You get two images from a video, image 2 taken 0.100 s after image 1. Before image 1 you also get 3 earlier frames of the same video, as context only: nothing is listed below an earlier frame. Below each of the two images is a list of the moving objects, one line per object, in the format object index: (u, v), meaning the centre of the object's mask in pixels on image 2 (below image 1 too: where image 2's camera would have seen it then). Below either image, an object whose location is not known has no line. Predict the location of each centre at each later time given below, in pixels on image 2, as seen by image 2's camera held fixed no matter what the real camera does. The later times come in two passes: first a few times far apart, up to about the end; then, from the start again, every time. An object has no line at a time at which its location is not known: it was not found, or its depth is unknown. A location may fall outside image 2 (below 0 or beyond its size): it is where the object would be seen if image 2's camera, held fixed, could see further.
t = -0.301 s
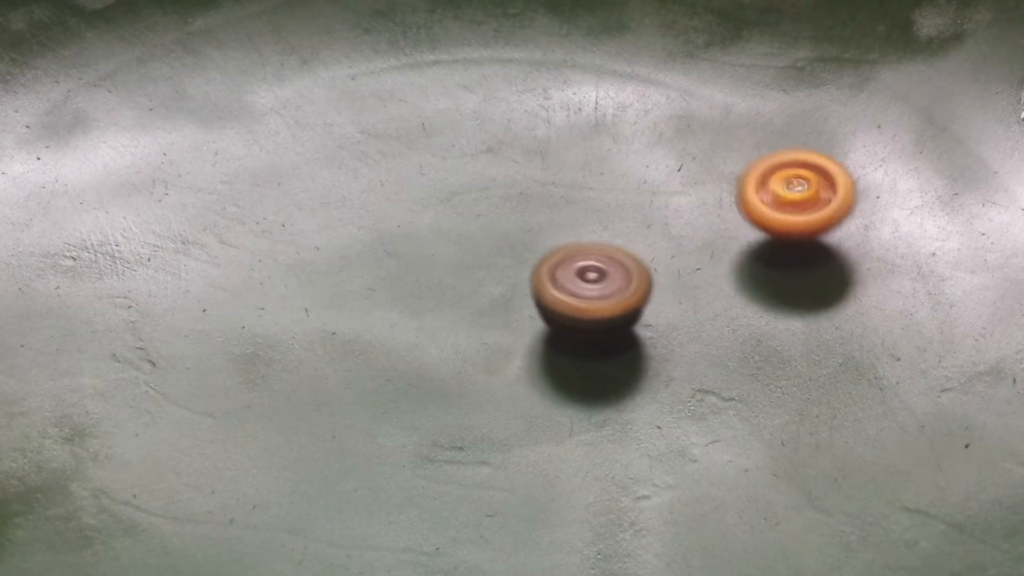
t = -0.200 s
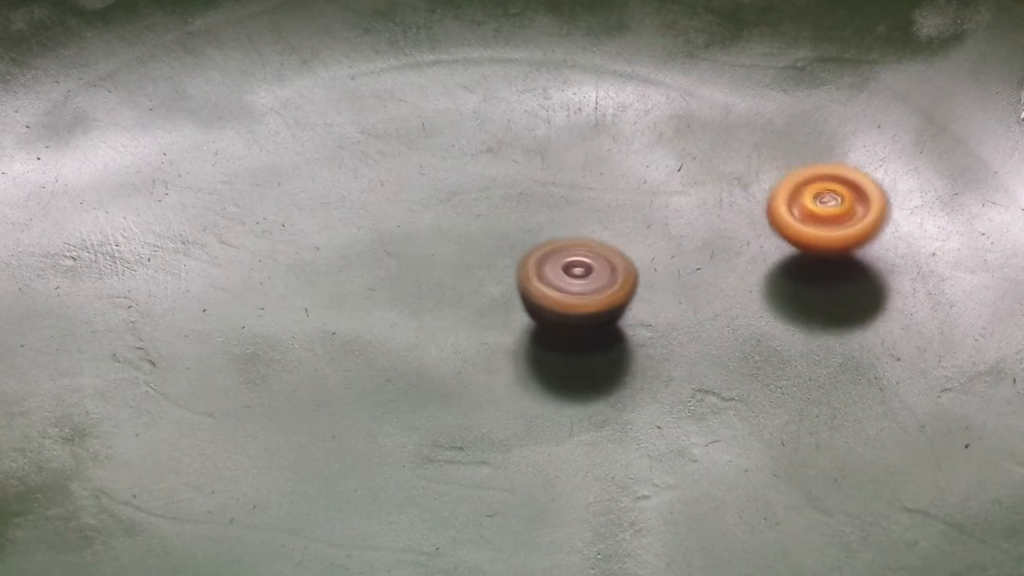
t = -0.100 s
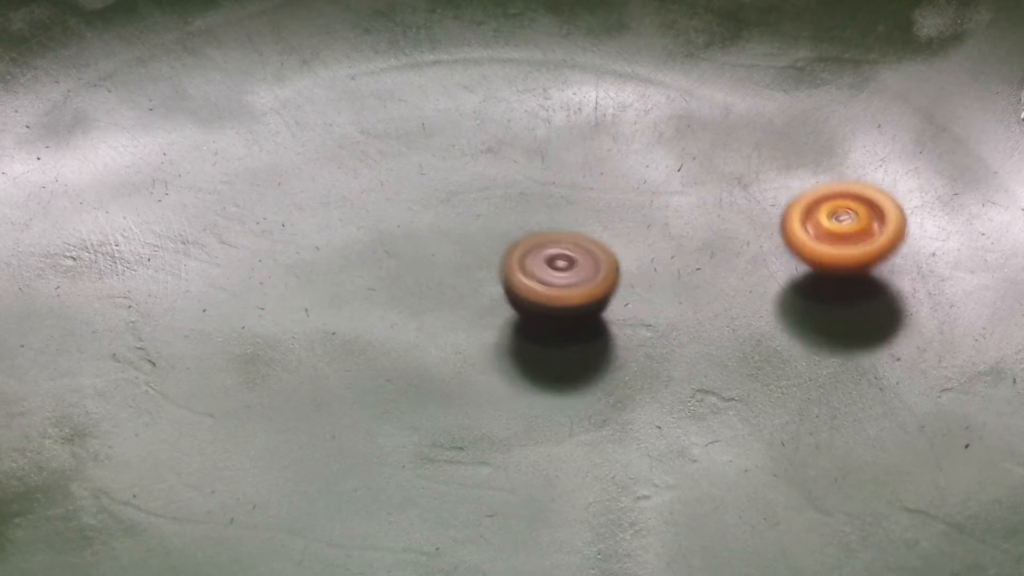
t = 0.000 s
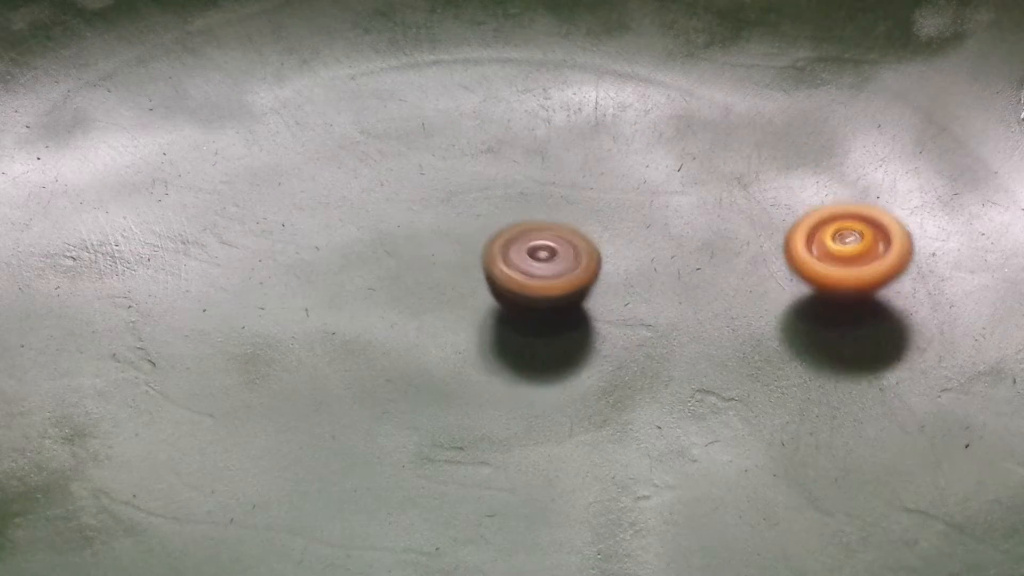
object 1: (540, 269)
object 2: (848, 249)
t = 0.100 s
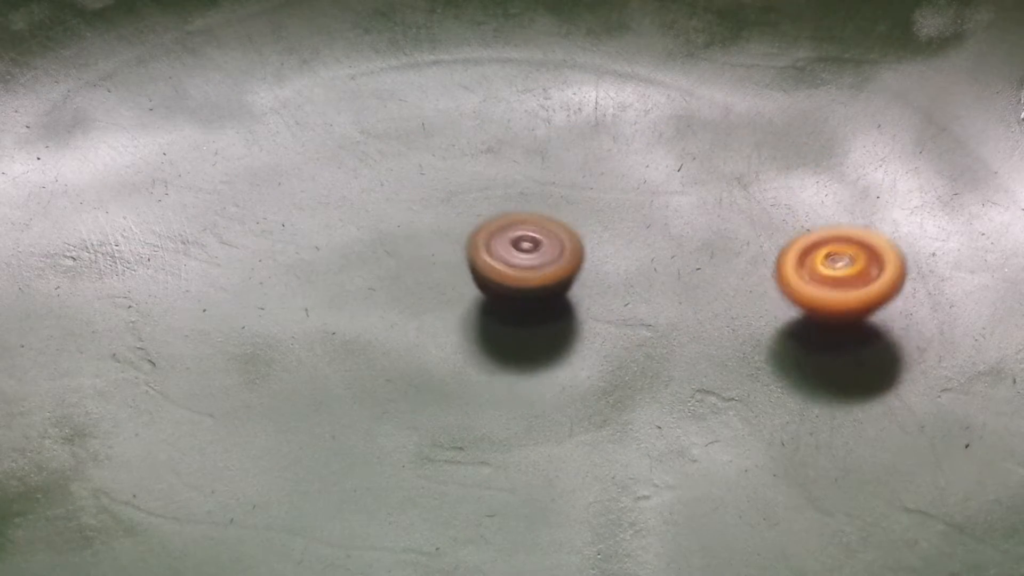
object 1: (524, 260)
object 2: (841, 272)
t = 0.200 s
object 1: (514, 252)
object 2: (823, 296)
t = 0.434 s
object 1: (499, 234)
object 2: (746, 346)
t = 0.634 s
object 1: (499, 224)
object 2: (646, 366)
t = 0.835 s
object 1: (511, 220)
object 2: (520, 358)
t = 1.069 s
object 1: (526, 228)
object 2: (405, 325)
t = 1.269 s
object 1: (527, 240)
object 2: (344, 286)
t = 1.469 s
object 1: (516, 257)
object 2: (324, 248)
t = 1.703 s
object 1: (493, 284)
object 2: (355, 209)
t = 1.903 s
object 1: (468, 300)
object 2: (417, 193)
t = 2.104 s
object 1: (444, 307)
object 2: (497, 183)
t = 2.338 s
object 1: (422, 305)
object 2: (598, 189)
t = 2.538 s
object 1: (425, 303)
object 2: (679, 211)
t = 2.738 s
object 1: (442, 297)
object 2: (741, 247)
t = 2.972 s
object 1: (475, 295)
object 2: (779, 289)
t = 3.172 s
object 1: (505, 302)
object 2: (771, 324)
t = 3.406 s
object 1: (533, 312)
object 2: (710, 350)
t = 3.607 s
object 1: (501, 302)
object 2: (669, 365)
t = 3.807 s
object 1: (454, 277)
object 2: (642, 374)
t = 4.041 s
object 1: (440, 244)
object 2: (578, 351)
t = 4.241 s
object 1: (457, 221)
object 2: (512, 316)
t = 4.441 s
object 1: (494, 197)
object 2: (451, 315)
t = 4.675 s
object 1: (540, 200)
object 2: (415, 346)
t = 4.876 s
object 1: (564, 226)
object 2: (433, 338)
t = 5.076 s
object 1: (560, 258)
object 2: (455, 304)
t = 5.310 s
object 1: (551, 277)
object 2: (414, 279)
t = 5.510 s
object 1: (533, 289)
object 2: (385, 260)
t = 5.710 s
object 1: (521, 292)
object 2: (362, 249)
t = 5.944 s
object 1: (503, 294)
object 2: (392, 244)
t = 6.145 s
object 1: (521, 307)
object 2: (407, 229)
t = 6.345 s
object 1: (524, 316)
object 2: (449, 224)
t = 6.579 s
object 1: (517, 323)
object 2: (513, 229)
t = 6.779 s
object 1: (503, 326)
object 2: (568, 238)
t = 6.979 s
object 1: (492, 321)
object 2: (615, 261)
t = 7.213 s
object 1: (494, 304)
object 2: (654, 290)
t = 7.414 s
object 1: (508, 288)
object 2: (665, 310)
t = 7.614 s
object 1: (529, 279)
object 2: (645, 319)
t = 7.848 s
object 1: (508, 232)
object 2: (659, 370)
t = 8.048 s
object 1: (525, 219)
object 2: (641, 392)
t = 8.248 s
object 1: (547, 223)
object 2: (593, 389)
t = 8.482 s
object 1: (548, 246)
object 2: (529, 341)
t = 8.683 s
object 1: (545, 234)
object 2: (471, 315)
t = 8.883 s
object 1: (545, 219)
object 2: (431, 281)
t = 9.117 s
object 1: (560, 214)
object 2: (420, 242)
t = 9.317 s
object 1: (563, 222)
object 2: (436, 223)
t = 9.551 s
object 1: (569, 245)
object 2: (444, 216)
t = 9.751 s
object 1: (556, 261)
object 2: (439, 225)
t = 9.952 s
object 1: (539, 268)
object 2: (405, 229)
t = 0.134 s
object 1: (520, 257)
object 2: (836, 280)
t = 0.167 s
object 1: (518, 254)
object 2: (830, 289)
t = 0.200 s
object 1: (514, 252)
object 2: (823, 296)
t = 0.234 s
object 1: (511, 250)
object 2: (815, 304)
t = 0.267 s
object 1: (508, 247)
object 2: (806, 312)
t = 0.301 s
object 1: (505, 244)
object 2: (795, 320)
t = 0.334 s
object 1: (503, 241)
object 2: (784, 327)
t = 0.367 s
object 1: (501, 238)
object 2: (772, 333)
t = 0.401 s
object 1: (500, 236)
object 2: (759, 340)
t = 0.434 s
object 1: (499, 234)
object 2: (746, 346)
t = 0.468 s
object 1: (499, 232)
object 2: (732, 351)
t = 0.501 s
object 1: (497, 228)
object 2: (717, 356)
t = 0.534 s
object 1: (497, 227)
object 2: (700, 359)
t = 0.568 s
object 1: (498, 226)
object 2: (683, 362)
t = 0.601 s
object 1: (498, 225)
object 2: (665, 365)
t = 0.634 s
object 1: (499, 224)
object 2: (646, 366)
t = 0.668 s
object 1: (500, 223)
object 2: (625, 367)
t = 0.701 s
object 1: (501, 222)
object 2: (602, 367)
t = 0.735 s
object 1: (503, 221)
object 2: (582, 367)
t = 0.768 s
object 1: (506, 220)
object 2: (562, 365)
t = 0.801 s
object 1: (509, 220)
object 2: (543, 362)
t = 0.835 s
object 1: (511, 220)
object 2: (520, 358)
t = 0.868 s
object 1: (513, 221)
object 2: (501, 355)
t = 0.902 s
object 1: (516, 222)
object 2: (483, 351)
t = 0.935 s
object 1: (519, 223)
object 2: (466, 347)
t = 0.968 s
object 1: (521, 224)
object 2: (450, 342)
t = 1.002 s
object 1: (522, 225)
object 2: (434, 336)
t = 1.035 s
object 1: (524, 227)
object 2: (419, 331)
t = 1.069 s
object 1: (526, 228)
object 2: (405, 325)
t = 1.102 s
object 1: (525, 229)
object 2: (394, 319)
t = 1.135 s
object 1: (526, 231)
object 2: (383, 313)
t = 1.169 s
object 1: (526, 232)
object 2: (372, 306)
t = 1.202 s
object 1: (526, 235)
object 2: (362, 299)
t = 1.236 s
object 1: (527, 237)
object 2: (353, 293)
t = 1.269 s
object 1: (527, 240)
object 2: (344, 286)
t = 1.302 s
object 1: (526, 242)
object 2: (338, 280)
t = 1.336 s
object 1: (525, 244)
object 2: (333, 273)
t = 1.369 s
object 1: (524, 247)
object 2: (329, 267)
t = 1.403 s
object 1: (522, 251)
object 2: (326, 261)
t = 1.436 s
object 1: (519, 254)
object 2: (324, 254)
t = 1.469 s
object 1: (516, 257)
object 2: (324, 248)
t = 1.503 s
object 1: (514, 260)
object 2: (324, 241)
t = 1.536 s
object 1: (510, 265)
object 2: (326, 235)
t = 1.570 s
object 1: (507, 269)
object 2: (329, 229)
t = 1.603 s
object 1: (504, 273)
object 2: (335, 224)
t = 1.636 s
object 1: (501, 276)
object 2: (341, 219)
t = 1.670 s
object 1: (497, 280)
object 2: (347, 214)
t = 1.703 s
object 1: (493, 284)
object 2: (355, 209)
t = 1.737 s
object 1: (489, 287)
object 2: (364, 206)
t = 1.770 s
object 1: (486, 290)
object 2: (372, 202)
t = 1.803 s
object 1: (481, 293)
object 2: (382, 199)
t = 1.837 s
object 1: (477, 298)
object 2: (394, 197)
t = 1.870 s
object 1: (472, 298)
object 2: (405, 195)
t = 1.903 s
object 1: (468, 300)
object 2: (417, 193)
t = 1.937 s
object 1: (464, 301)
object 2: (429, 191)
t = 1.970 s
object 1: (459, 303)
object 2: (441, 189)
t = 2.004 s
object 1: (456, 305)
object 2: (454, 188)
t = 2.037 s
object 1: (452, 306)
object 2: (467, 186)
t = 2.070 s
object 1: (448, 306)
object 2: (481, 184)
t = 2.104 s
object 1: (444, 307)
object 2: (497, 183)
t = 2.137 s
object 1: (440, 308)
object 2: (511, 184)
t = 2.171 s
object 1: (436, 308)
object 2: (525, 184)
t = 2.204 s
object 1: (432, 308)
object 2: (539, 185)
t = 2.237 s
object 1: (429, 307)
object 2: (555, 186)
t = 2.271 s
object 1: (428, 307)
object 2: (569, 186)
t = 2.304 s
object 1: (424, 306)
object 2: (584, 188)
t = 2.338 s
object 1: (422, 305)
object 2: (598, 189)
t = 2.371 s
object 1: (423, 305)
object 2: (612, 191)
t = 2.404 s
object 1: (424, 306)
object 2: (626, 194)
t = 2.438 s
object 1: (424, 304)
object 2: (640, 197)
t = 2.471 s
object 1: (424, 304)
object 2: (654, 202)
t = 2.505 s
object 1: (425, 303)
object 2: (666, 206)
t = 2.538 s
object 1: (425, 303)
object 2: (679, 211)
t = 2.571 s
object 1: (427, 302)
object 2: (691, 217)
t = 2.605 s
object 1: (429, 302)
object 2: (702, 222)
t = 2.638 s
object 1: (431, 301)
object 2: (712, 228)
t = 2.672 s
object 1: (435, 299)
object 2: (722, 234)
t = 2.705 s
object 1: (438, 298)
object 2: (732, 240)
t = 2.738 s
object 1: (442, 297)
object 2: (741, 247)
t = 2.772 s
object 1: (445, 297)
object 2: (750, 253)
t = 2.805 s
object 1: (450, 296)
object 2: (757, 259)
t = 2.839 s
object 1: (455, 295)
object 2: (764, 265)
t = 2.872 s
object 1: (460, 295)
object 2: (769, 271)
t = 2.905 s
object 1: (464, 295)
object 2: (773, 277)
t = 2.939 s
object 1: (468, 295)
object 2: (776, 283)
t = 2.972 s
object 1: (475, 295)
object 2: (779, 289)
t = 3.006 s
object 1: (480, 296)
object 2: (780, 295)
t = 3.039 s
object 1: (485, 297)
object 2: (781, 302)
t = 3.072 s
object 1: (489, 298)
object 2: (780, 308)
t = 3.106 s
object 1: (495, 299)
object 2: (778, 313)
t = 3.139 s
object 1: (500, 300)
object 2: (775, 319)
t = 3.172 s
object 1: (505, 302)
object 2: (771, 324)
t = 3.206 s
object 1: (510, 303)
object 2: (766, 329)
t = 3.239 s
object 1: (515, 304)
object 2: (759, 334)
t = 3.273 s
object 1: (520, 306)
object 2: (751, 339)
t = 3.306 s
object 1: (523, 308)
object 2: (741, 343)
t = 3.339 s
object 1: (528, 309)
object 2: (731, 345)
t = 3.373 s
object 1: (531, 311)
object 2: (721, 348)
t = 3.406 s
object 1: (533, 312)
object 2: (710, 350)
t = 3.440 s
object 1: (536, 314)
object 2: (697, 351)
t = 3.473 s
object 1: (539, 316)
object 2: (684, 351)
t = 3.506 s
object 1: (542, 319)
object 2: (671, 351)
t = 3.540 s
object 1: (538, 318)
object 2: (662, 353)
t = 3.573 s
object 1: (518, 311)
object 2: (667, 359)
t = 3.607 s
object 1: (501, 302)
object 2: (669, 365)
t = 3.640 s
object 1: (487, 296)
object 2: (669, 370)
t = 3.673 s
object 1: (478, 293)
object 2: (666, 372)
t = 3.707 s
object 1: (472, 290)
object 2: (661, 374)
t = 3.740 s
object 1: (465, 286)
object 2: (656, 375)
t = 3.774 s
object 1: (459, 282)
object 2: (650, 375)
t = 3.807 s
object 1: (454, 277)
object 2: (642, 374)
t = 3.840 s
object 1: (450, 273)
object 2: (634, 373)
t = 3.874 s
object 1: (445, 268)
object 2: (625, 370)
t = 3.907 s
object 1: (444, 264)
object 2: (616, 367)
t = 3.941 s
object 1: (441, 258)
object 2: (606, 364)
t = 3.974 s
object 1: (440, 254)
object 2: (596, 359)
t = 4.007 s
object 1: (440, 248)
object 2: (587, 355)
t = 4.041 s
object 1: (440, 244)
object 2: (578, 351)
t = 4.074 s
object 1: (441, 239)
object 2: (567, 345)
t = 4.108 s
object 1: (442, 234)
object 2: (557, 340)
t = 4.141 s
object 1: (445, 230)
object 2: (546, 334)
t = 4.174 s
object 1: (448, 227)
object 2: (535, 329)
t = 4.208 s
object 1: (452, 225)
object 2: (523, 323)
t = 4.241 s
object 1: (457, 221)
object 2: (512, 316)
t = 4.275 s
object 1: (461, 221)
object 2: (502, 310)
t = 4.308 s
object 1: (466, 216)
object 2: (491, 304)
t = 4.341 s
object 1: (472, 214)
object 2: (482, 298)
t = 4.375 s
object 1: (478, 210)
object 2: (471, 296)
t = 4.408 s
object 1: (486, 206)
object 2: (460, 306)
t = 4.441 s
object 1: (494, 197)
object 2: (451, 315)
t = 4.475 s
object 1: (502, 194)
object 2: (442, 322)
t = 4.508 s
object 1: (509, 194)
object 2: (435, 328)
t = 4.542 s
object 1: (514, 194)
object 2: (429, 332)
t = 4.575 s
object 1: (521, 194)
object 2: (424, 336)
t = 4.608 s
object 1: (528, 196)
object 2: (420, 340)
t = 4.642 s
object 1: (534, 198)
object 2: (416, 344)
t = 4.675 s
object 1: (540, 200)
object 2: (415, 346)
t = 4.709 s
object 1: (546, 203)
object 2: (415, 346)
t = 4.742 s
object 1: (551, 207)
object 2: (417, 346)
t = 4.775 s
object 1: (555, 211)
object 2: (419, 346)
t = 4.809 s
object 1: (559, 215)
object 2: (423, 344)
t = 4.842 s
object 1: (562, 220)
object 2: (428, 341)
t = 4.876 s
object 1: (564, 226)
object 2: (433, 338)
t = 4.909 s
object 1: (566, 231)
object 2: (438, 333)
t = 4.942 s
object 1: (566, 236)
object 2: (442, 328)
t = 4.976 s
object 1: (566, 242)
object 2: (446, 323)
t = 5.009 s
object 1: (565, 248)
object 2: (449, 317)
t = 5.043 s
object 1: (563, 254)
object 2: (452, 311)
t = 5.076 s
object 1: (560, 258)
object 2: (455, 304)
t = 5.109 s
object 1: (559, 261)
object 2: (452, 299)
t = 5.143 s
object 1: (565, 263)
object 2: (443, 296)
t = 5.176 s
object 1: (566, 265)
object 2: (435, 293)
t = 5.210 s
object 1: (564, 268)
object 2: (429, 289)
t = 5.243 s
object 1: (560, 271)
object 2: (423, 286)
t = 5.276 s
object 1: (556, 275)
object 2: (419, 282)
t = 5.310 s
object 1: (551, 277)
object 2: (414, 279)
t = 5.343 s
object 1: (545, 279)
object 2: (411, 276)
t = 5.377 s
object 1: (540, 281)
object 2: (408, 273)
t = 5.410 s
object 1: (534, 282)
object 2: (407, 271)
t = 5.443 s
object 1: (530, 284)
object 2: (403, 267)
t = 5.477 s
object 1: (533, 287)
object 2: (393, 263)
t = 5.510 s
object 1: (533, 289)
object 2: (385, 260)
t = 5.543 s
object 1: (531, 290)
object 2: (379, 258)
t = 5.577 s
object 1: (530, 291)
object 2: (373, 256)
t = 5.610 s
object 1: (528, 292)
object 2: (368, 253)
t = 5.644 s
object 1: (526, 292)
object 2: (365, 252)
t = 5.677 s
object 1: (524, 292)
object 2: (363, 250)
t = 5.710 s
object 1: (521, 292)
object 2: (362, 249)
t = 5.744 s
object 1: (518, 293)
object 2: (363, 248)
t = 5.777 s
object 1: (515, 294)
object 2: (365, 247)
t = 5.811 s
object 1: (512, 293)
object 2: (368, 247)
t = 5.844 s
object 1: (508, 294)
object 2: (373, 247)
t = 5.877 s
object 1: (506, 293)
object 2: (379, 247)
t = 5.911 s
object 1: (503, 292)
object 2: (387, 247)
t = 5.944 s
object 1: (503, 294)
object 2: (392, 244)
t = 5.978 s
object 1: (508, 298)
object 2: (392, 240)
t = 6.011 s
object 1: (511, 300)
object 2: (393, 236)
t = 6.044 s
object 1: (514, 302)
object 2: (395, 234)
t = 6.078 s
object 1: (517, 304)
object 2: (398, 232)
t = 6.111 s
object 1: (519, 306)
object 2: (402, 230)
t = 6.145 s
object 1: (521, 307)
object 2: (407, 229)
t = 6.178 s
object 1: (523, 308)
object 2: (413, 228)
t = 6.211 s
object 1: (524, 310)
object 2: (419, 226)
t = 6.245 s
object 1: (525, 311)
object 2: (425, 225)
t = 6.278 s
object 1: (524, 313)
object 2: (432, 224)
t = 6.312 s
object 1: (524, 315)
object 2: (440, 223)
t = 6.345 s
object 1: (524, 316)
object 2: (449, 224)
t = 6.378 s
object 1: (523, 318)
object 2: (458, 224)
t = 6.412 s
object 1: (522, 319)
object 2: (466, 223)
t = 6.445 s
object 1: (521, 320)
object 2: (474, 224)
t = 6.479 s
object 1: (521, 320)
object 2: (483, 224)
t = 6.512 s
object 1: (519, 321)
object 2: (493, 225)
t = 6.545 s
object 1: (518, 322)
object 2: (503, 227)
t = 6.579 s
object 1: (517, 323)
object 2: (513, 229)
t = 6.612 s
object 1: (515, 324)
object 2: (522, 229)
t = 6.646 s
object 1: (513, 326)
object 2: (532, 229)
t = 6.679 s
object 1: (511, 326)
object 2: (541, 231)
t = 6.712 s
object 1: (508, 329)
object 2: (550, 233)
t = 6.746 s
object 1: (506, 327)
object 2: (559, 235)
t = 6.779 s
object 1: (503, 326)
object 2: (568, 238)
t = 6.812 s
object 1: (501, 326)
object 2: (575, 240)
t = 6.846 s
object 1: (498, 325)
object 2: (583, 244)
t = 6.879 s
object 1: (496, 324)
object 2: (592, 248)
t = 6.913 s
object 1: (495, 324)
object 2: (600, 252)
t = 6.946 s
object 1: (493, 322)
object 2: (608, 257)
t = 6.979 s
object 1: (492, 321)
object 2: (615, 261)
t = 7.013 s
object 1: (492, 319)
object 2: (622, 266)
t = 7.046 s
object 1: (491, 316)
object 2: (628, 270)
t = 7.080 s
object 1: (491, 313)
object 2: (634, 275)
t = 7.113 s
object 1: (491, 311)
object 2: (640, 279)
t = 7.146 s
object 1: (491, 308)
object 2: (646, 283)
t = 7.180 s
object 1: (492, 306)
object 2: (650, 286)
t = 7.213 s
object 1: (494, 304)
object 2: (654, 290)
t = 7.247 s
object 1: (495, 301)
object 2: (658, 294)
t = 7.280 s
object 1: (496, 299)
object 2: (661, 297)
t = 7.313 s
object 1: (499, 296)
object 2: (664, 301)
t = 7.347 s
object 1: (501, 293)
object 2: (665, 304)
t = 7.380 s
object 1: (505, 291)
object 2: (665, 307)
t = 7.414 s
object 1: (508, 288)
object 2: (665, 310)
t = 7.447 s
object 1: (511, 287)
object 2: (664, 312)
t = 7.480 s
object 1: (515, 285)
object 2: (663, 314)
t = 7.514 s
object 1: (518, 283)
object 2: (659, 316)
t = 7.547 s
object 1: (522, 281)
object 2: (654, 318)
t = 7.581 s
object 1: (525, 280)
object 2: (650, 319)
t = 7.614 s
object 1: (529, 279)
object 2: (645, 319)
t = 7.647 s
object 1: (530, 277)
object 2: (640, 320)
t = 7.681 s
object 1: (526, 268)
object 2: (641, 328)
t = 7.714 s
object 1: (516, 256)
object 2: (648, 340)
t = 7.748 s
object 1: (509, 245)
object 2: (653, 349)
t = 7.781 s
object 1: (507, 239)
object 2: (657, 357)
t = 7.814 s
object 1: (506, 234)
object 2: (658, 363)
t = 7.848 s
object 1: (508, 232)
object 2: (659, 370)
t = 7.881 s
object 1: (508, 229)
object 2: (658, 376)
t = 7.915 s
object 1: (510, 225)
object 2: (657, 381)
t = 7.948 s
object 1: (513, 223)
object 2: (654, 384)
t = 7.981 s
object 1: (518, 221)
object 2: (650, 388)
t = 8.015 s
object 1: (521, 219)
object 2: (645, 390)
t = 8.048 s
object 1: (525, 219)
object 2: (641, 392)
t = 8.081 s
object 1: (529, 218)
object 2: (633, 394)
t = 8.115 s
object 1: (534, 218)
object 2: (626, 395)
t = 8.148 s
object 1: (538, 219)
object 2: (619, 395)
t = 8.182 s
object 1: (541, 220)
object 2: (610, 393)
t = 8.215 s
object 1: (544, 221)
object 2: (602, 392)
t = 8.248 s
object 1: (547, 223)
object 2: (593, 389)
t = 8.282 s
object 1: (550, 226)
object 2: (584, 385)
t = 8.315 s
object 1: (551, 230)
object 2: (573, 380)
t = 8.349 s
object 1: (552, 233)
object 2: (563, 373)
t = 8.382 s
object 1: (553, 236)
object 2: (556, 367)
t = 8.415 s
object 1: (552, 240)
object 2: (546, 358)
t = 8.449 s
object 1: (551, 243)
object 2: (538, 351)
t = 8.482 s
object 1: (548, 246)
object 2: (529, 341)
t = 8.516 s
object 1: (546, 247)
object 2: (524, 333)
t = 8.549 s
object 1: (544, 248)
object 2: (515, 326)
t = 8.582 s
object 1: (546, 244)
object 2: (502, 326)
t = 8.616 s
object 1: (548, 243)
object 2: (492, 324)
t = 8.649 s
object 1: (547, 237)
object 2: (481, 319)
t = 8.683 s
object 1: (545, 234)
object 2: (471, 315)
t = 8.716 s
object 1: (542, 231)
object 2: (465, 311)
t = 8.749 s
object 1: (543, 228)
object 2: (457, 304)
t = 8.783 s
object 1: (544, 226)
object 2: (449, 299)
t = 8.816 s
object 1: (543, 224)
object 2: (444, 294)
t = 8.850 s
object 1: (544, 221)
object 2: (438, 287)
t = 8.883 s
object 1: (545, 219)
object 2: (431, 281)
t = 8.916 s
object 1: (548, 217)
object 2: (427, 275)
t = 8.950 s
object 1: (550, 216)
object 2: (425, 269)
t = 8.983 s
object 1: (552, 215)
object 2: (421, 263)
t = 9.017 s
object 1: (554, 214)
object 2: (419, 257)
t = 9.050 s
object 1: (557, 213)
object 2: (420, 252)
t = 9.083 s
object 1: (559, 213)
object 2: (419, 246)
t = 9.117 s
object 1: (560, 214)
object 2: (420, 242)
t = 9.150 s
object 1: (562, 214)
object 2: (423, 238)
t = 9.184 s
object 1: (563, 216)
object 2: (424, 233)
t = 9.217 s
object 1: (563, 217)
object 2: (426, 230)
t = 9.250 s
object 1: (563, 218)
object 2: (430, 227)
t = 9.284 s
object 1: (563, 220)
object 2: (432, 224)
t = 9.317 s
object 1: (563, 222)
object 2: (436, 223)
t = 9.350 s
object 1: (562, 225)
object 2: (441, 222)
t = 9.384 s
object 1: (564, 228)
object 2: (441, 219)
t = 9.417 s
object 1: (565, 231)
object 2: (442, 218)
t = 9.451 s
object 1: (566, 234)
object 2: (445, 217)
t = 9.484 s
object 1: (569, 237)
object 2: (443, 216)
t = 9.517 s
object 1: (571, 241)
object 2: (443, 216)
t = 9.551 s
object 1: (569, 245)
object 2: (444, 216)
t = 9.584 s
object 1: (567, 248)
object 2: (443, 217)
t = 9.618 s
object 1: (566, 250)
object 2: (444, 219)
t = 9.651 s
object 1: (565, 253)
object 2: (446, 221)
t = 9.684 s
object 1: (564, 256)
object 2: (443, 223)
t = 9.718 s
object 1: (561, 260)
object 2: (441, 224)
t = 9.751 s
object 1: (556, 261)
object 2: (439, 225)
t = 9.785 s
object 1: (552, 263)
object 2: (437, 228)
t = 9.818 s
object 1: (552, 264)
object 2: (434, 230)
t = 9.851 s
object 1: (554, 267)
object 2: (425, 229)
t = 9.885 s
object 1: (550, 268)
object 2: (416, 228)
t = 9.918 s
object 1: (544, 269)
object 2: (411, 229)
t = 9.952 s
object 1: (539, 268)
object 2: (405, 229)
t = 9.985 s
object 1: (536, 268)
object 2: (401, 230)
